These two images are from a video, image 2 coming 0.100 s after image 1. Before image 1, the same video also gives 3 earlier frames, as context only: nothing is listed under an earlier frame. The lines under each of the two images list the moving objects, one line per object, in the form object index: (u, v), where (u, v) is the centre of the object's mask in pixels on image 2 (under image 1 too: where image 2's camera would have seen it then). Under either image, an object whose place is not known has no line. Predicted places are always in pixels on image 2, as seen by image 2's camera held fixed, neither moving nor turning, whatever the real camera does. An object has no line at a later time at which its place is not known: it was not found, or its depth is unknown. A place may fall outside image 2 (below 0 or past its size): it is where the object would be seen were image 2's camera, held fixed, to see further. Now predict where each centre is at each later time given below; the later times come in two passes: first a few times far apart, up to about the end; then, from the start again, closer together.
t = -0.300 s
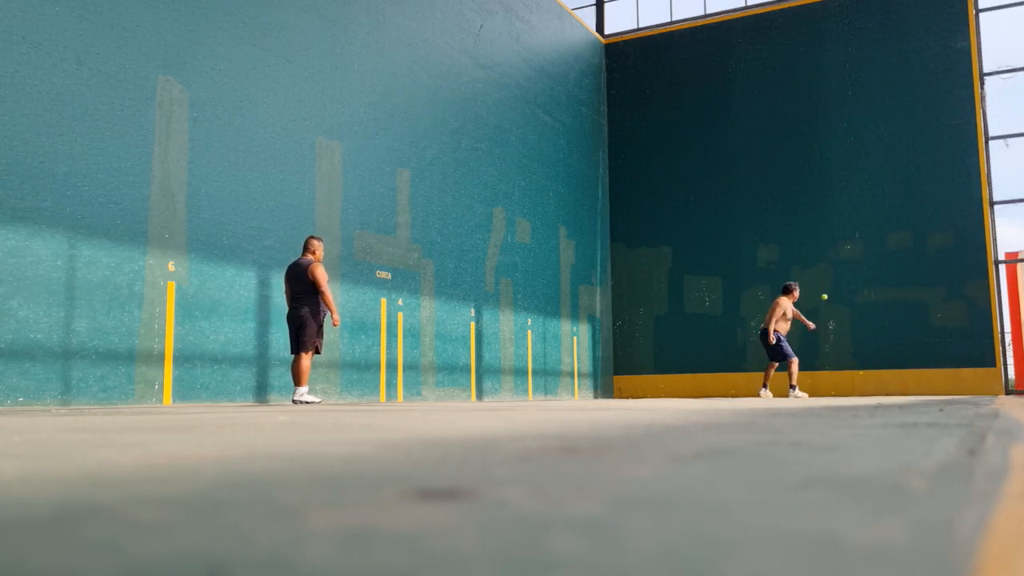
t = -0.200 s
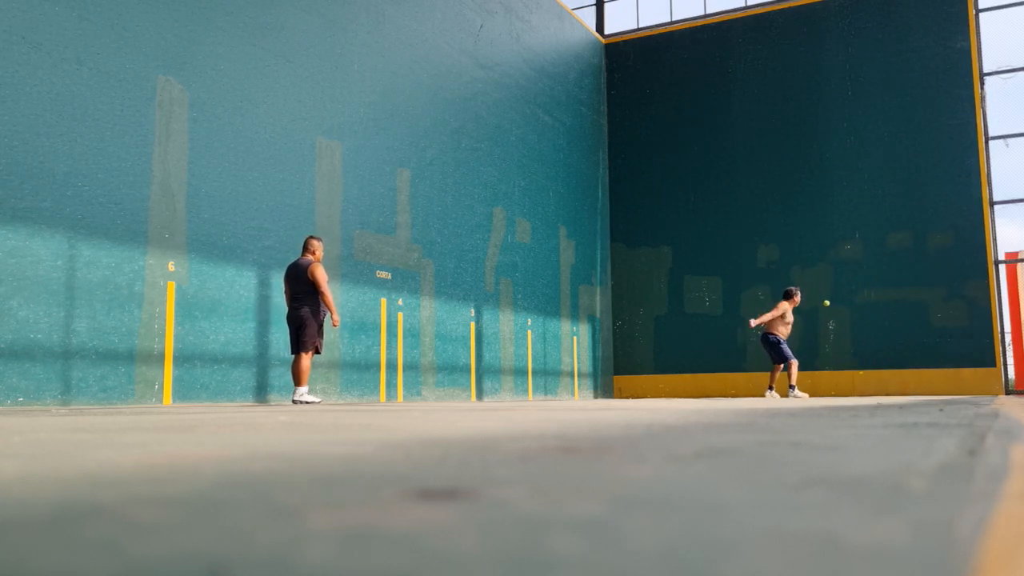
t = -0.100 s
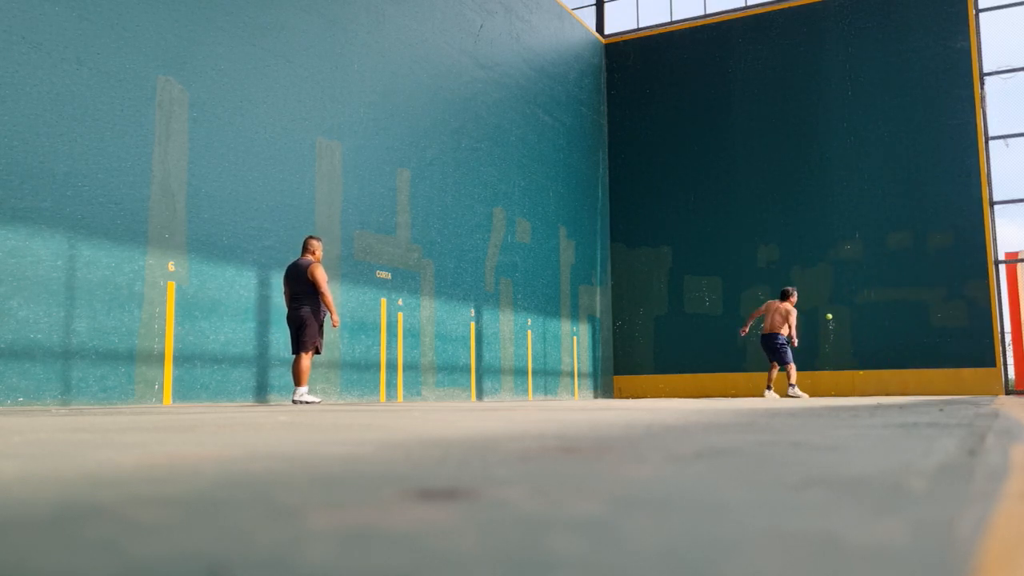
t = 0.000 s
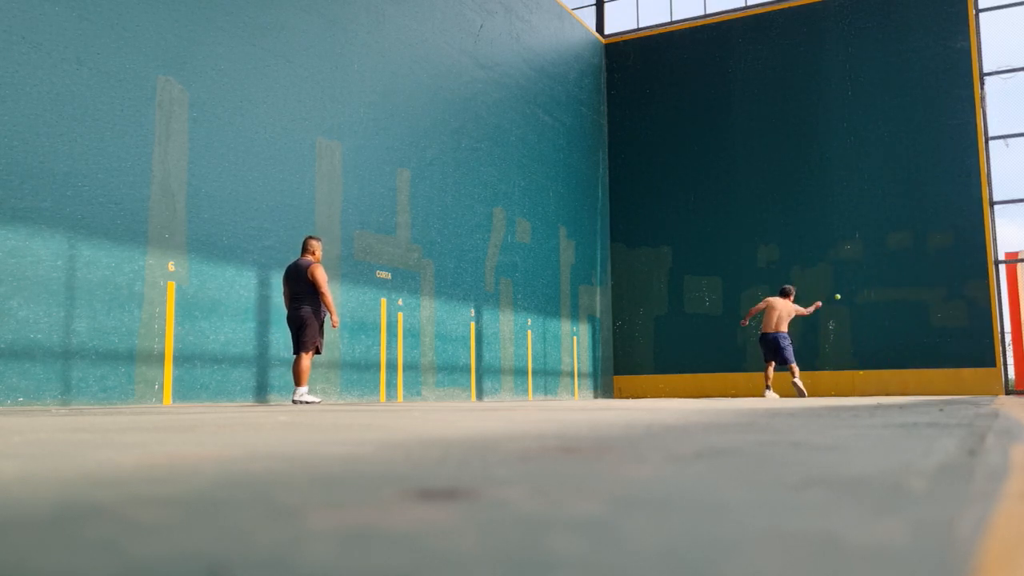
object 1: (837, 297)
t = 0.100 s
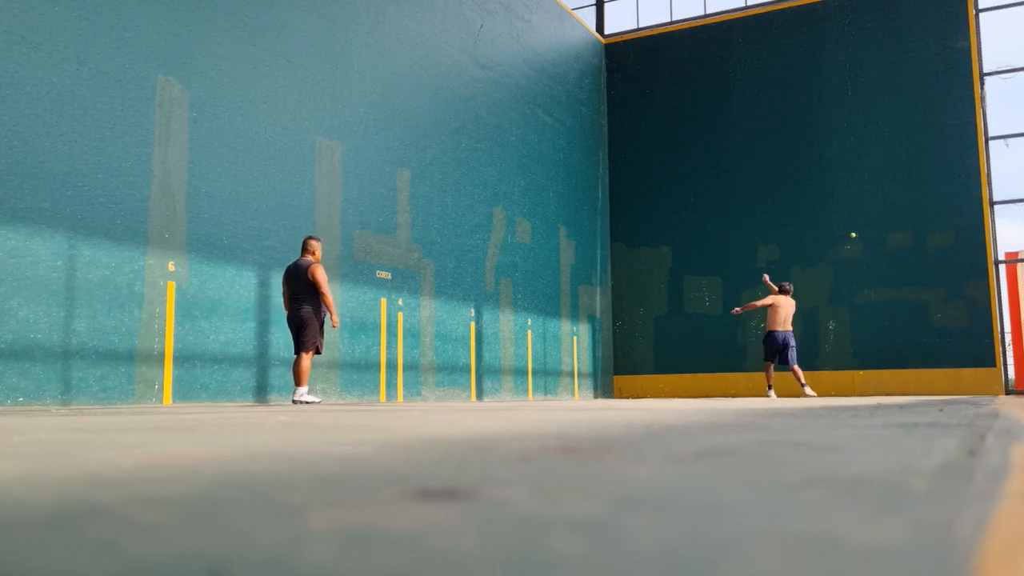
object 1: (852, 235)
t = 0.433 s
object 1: (889, 144)
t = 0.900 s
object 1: (880, 62)
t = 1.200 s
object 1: (865, 31)
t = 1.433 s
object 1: (851, 36)
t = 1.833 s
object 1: (822, 141)
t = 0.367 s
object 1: (881, 153)
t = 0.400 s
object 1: (884, 148)
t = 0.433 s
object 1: (889, 144)
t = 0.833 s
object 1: (883, 73)
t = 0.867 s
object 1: (882, 67)
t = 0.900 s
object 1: (880, 62)
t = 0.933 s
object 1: (878, 57)
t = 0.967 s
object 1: (877, 52)
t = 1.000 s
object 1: (876, 48)
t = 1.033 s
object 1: (874, 44)
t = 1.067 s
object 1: (872, 41)
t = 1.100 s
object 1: (870, 38)
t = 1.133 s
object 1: (868, 35)
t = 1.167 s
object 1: (867, 33)
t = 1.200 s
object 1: (865, 31)
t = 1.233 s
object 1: (863, 30)
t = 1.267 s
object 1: (861, 30)
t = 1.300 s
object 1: (859, 30)
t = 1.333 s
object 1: (858, 30)
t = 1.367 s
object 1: (856, 32)
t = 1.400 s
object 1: (854, 34)
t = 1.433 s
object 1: (851, 36)
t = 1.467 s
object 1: (849, 40)
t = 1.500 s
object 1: (847, 44)
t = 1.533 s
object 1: (845, 49)
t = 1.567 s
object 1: (843, 55)
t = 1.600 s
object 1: (840, 62)
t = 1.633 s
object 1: (838, 70)
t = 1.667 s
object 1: (836, 79)
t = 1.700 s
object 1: (833, 89)
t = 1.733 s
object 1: (830, 100)
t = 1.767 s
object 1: (827, 112)
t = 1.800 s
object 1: (824, 126)
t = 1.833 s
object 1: (822, 141)
